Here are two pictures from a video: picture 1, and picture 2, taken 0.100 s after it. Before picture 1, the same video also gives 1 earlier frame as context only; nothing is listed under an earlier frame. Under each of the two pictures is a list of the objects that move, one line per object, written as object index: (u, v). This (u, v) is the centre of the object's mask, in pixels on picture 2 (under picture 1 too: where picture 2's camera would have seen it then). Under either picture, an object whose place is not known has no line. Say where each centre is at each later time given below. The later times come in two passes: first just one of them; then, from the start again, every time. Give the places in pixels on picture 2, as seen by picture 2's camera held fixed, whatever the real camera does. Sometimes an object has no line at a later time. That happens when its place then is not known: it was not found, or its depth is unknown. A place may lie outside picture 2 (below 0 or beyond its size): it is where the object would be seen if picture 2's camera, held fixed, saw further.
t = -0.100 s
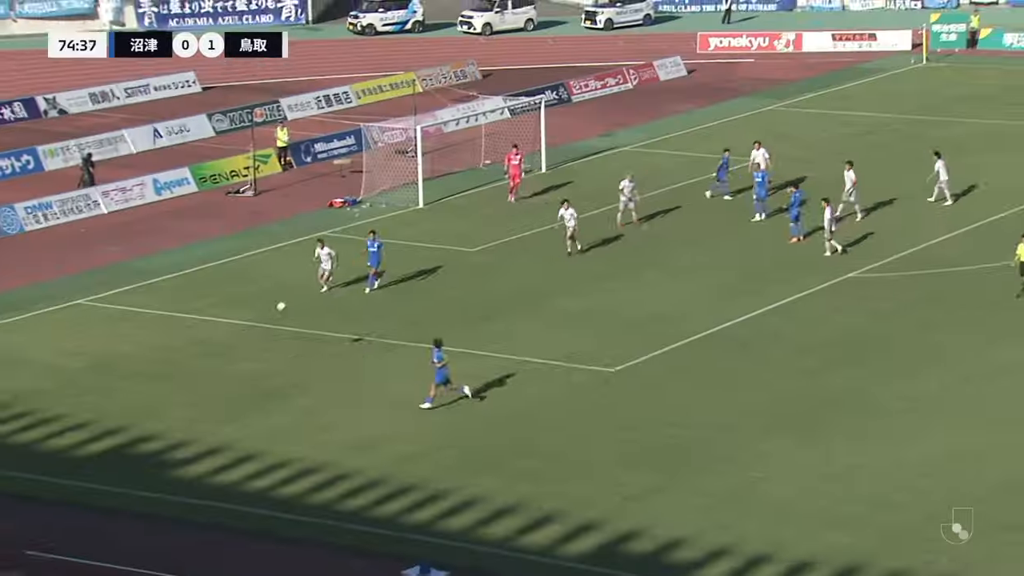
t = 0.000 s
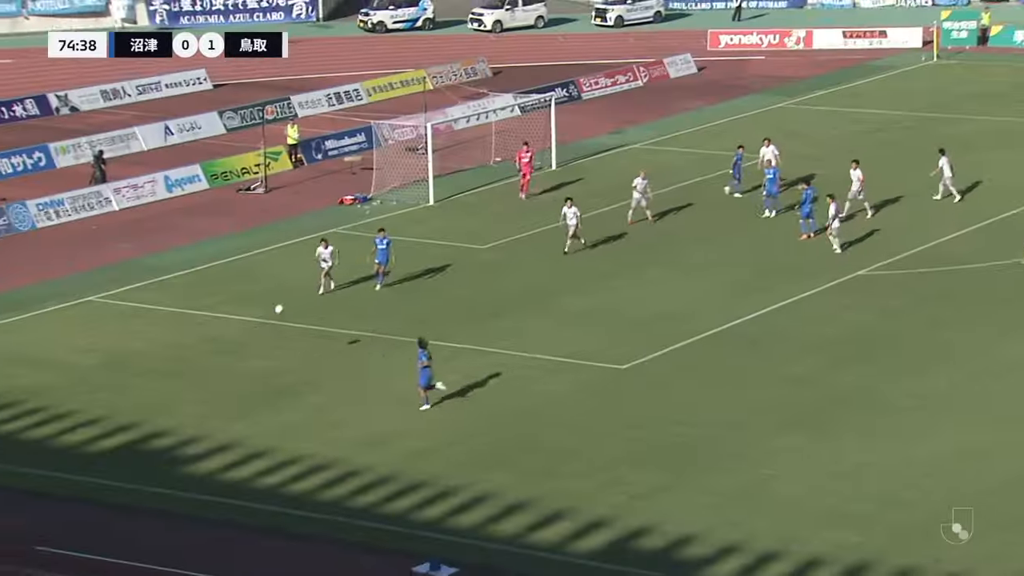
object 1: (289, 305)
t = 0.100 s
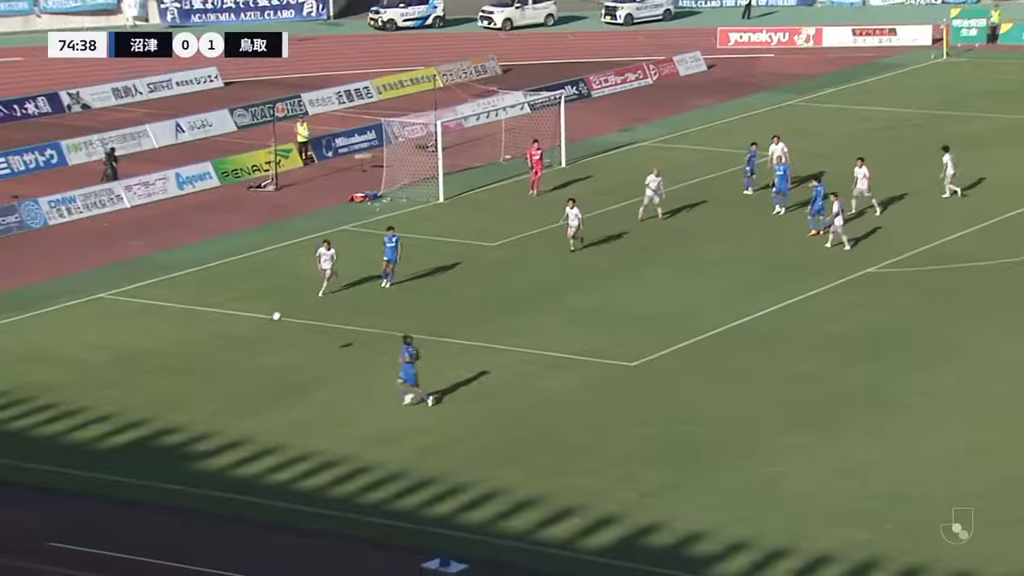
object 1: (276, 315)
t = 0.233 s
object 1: (259, 335)
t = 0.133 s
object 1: (272, 320)
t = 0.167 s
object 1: (267, 325)
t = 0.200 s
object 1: (263, 330)
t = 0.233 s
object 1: (259, 335)
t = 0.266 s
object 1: (255, 341)
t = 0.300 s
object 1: (251, 348)
